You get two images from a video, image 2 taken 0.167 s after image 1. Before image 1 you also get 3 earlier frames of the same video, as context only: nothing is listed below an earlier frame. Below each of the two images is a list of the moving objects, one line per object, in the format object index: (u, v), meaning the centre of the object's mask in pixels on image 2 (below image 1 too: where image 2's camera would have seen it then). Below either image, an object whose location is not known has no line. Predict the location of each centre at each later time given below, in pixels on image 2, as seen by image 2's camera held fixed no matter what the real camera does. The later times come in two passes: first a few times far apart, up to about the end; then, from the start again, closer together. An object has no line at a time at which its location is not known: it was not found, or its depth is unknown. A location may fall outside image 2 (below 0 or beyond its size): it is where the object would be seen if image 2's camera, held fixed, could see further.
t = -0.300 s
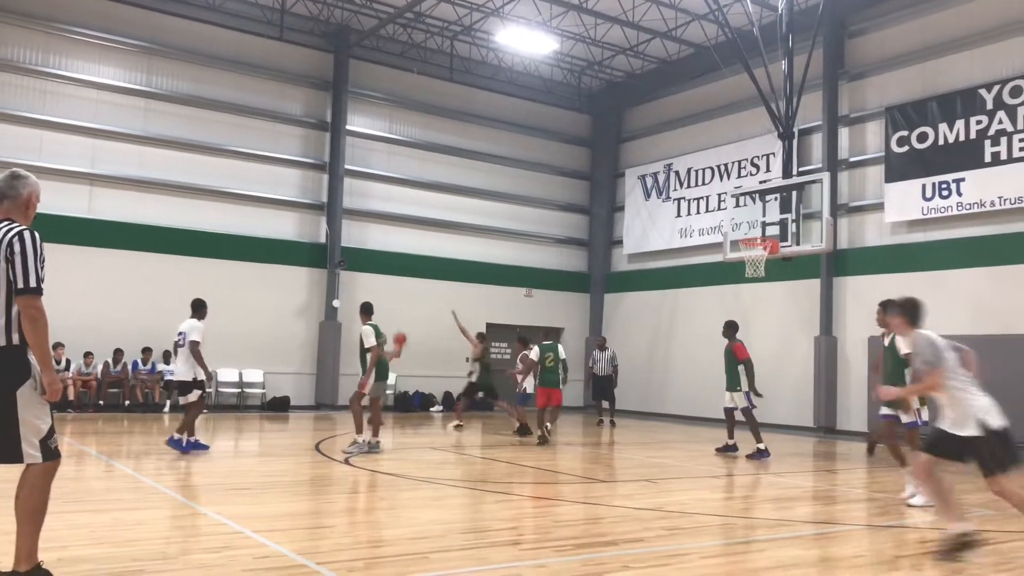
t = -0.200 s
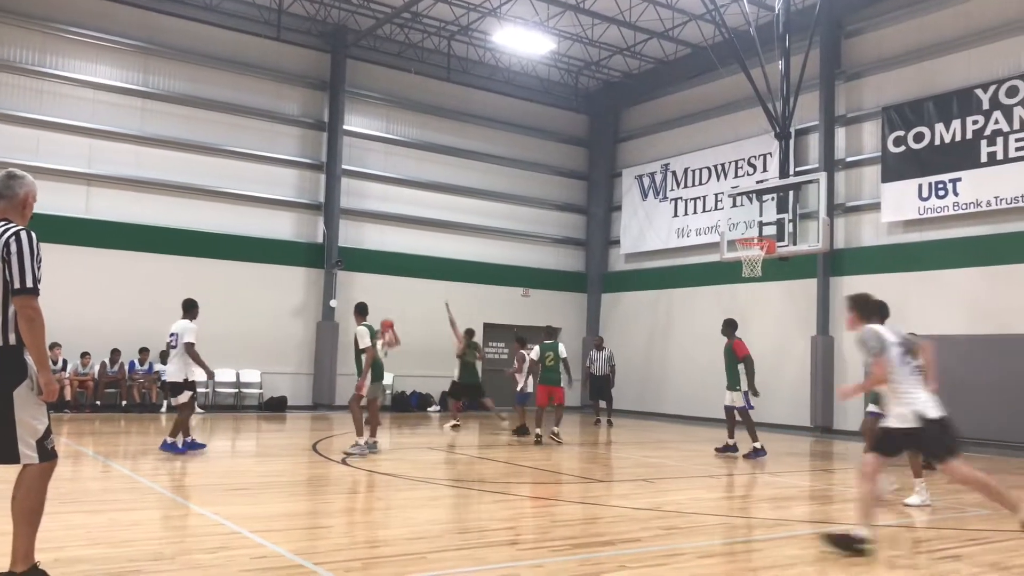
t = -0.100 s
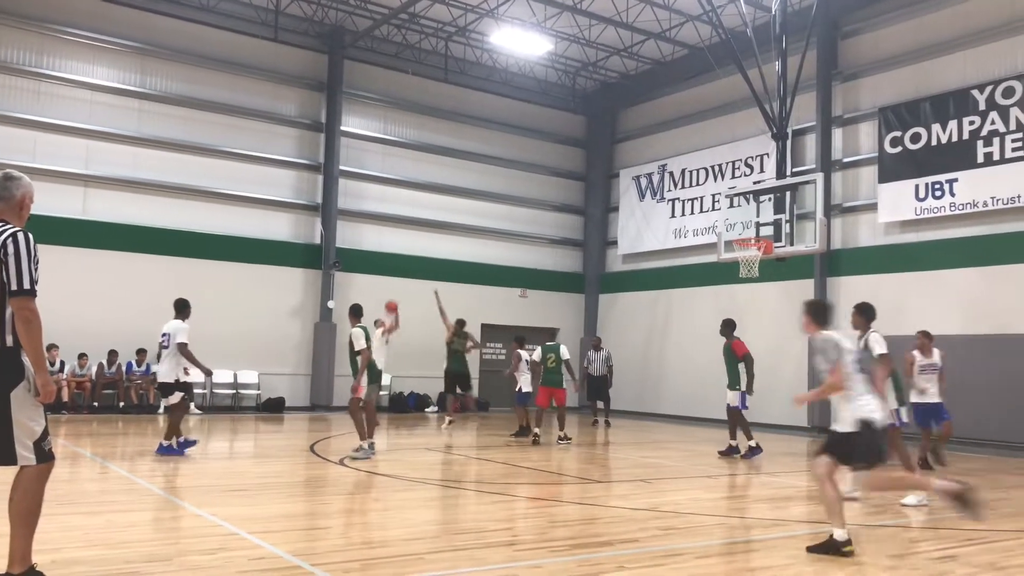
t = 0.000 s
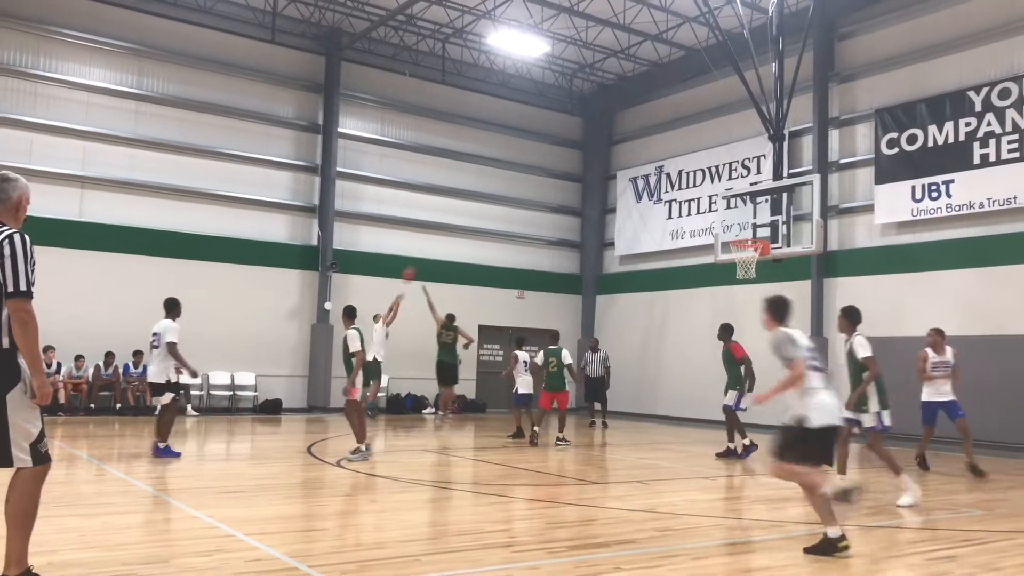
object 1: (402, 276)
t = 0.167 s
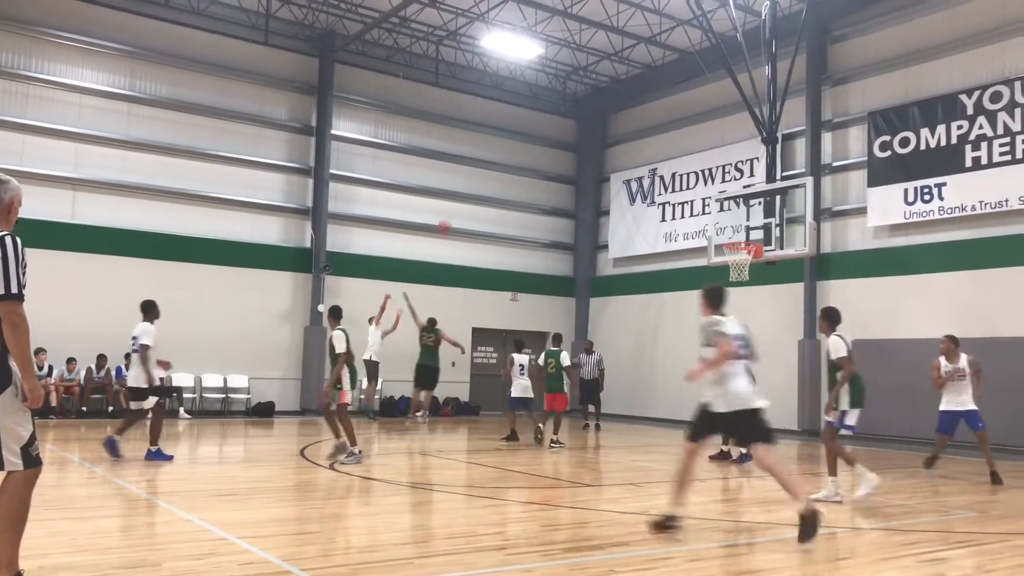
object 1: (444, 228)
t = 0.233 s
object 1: (461, 211)
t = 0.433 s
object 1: (512, 176)
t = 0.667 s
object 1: (577, 162)
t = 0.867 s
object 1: (635, 178)
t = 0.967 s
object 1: (666, 194)
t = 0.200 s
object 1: (452, 217)
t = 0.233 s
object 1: (461, 211)
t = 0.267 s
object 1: (470, 204)
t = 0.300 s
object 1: (478, 197)
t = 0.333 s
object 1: (487, 191)
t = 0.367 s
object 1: (495, 185)
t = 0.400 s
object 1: (504, 181)
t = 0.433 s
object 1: (512, 176)
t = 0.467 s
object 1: (522, 172)
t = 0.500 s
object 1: (531, 169)
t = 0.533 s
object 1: (540, 166)
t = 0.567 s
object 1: (549, 164)
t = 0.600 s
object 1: (559, 164)
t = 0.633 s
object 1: (568, 161)
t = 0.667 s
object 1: (577, 162)
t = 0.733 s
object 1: (596, 165)
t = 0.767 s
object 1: (605, 167)
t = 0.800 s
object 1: (615, 169)
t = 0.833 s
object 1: (624, 173)
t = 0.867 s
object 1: (635, 178)
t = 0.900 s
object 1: (645, 183)
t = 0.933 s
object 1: (656, 188)
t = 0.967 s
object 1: (666, 194)
